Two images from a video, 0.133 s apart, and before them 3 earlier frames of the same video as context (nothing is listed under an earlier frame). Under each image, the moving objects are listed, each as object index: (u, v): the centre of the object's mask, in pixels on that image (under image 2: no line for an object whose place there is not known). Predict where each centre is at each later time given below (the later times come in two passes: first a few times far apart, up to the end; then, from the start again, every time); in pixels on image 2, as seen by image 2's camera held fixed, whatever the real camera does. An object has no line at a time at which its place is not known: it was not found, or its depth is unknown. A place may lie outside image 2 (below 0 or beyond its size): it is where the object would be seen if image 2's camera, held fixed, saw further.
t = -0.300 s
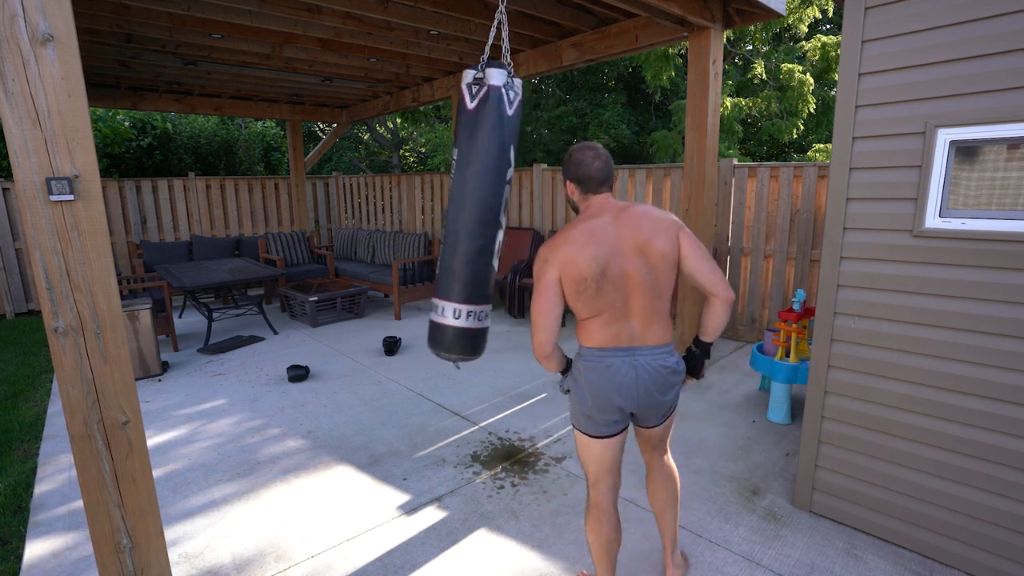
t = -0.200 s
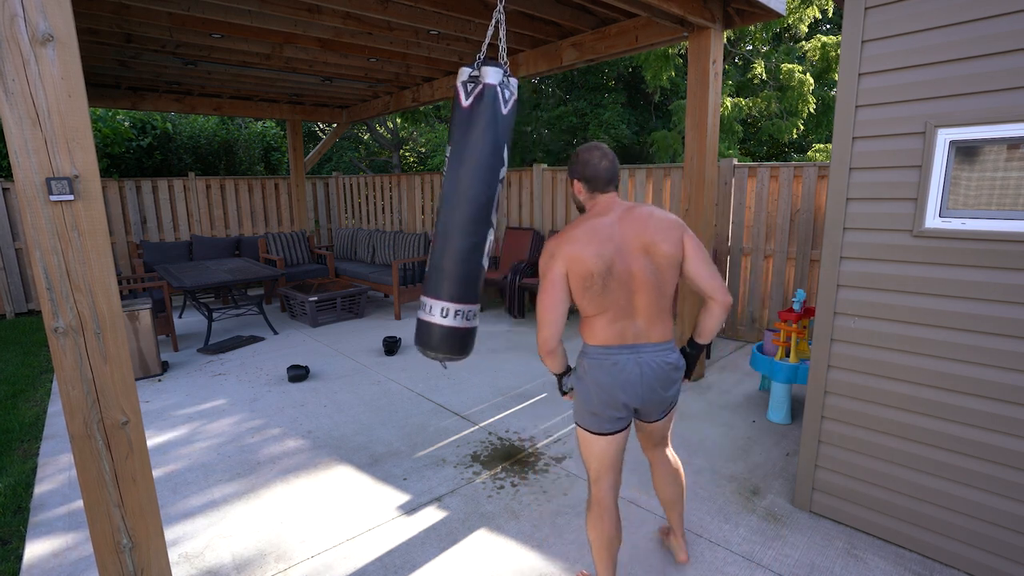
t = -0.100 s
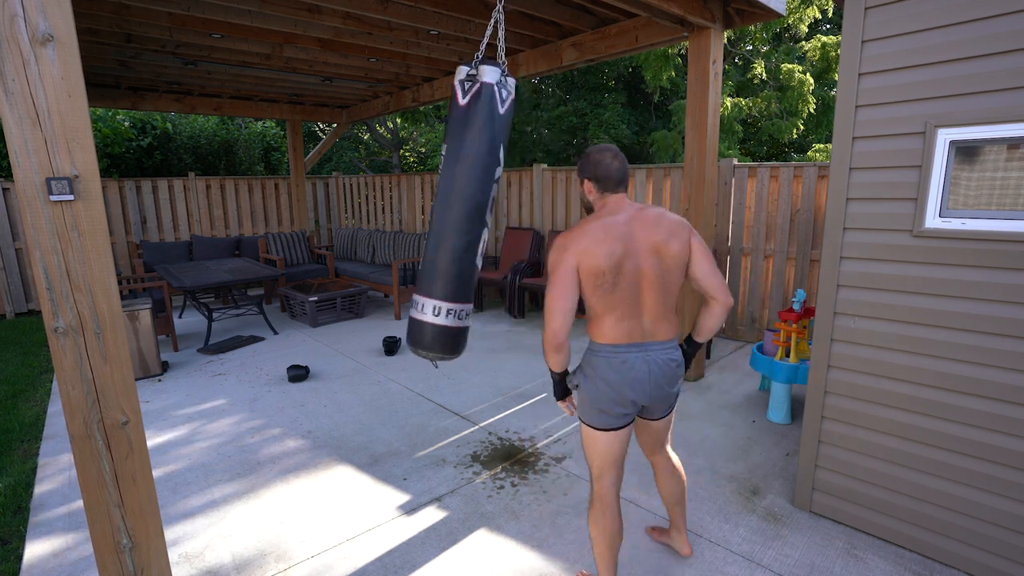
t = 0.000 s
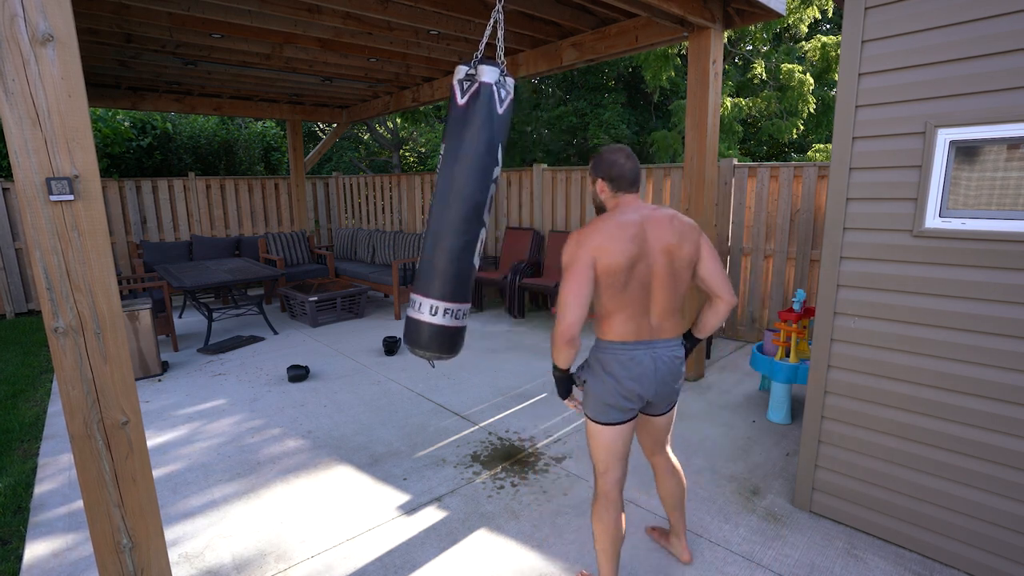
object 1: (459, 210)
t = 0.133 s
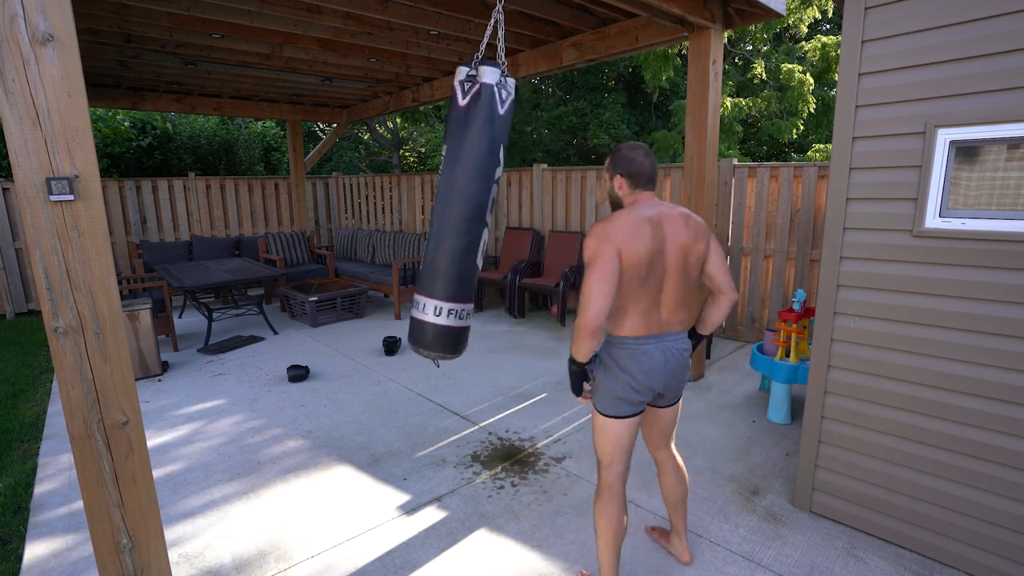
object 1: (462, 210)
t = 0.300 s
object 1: (473, 210)
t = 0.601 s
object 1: (506, 209)
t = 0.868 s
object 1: (536, 203)
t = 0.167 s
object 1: (463, 210)
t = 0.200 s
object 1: (465, 210)
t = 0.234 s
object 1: (468, 210)
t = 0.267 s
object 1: (470, 210)
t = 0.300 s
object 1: (473, 210)
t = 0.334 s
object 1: (476, 211)
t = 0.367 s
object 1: (479, 211)
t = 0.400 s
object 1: (483, 211)
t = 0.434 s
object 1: (487, 211)
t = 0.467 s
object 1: (491, 210)
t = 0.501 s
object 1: (495, 210)
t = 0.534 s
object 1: (499, 209)
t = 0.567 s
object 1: (502, 209)
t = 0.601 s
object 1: (506, 209)
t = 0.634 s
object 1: (511, 208)
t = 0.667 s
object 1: (515, 208)
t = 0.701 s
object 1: (519, 207)
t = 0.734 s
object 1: (522, 206)
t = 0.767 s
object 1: (526, 206)
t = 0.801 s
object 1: (529, 205)
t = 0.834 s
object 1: (533, 204)
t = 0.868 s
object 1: (536, 203)
